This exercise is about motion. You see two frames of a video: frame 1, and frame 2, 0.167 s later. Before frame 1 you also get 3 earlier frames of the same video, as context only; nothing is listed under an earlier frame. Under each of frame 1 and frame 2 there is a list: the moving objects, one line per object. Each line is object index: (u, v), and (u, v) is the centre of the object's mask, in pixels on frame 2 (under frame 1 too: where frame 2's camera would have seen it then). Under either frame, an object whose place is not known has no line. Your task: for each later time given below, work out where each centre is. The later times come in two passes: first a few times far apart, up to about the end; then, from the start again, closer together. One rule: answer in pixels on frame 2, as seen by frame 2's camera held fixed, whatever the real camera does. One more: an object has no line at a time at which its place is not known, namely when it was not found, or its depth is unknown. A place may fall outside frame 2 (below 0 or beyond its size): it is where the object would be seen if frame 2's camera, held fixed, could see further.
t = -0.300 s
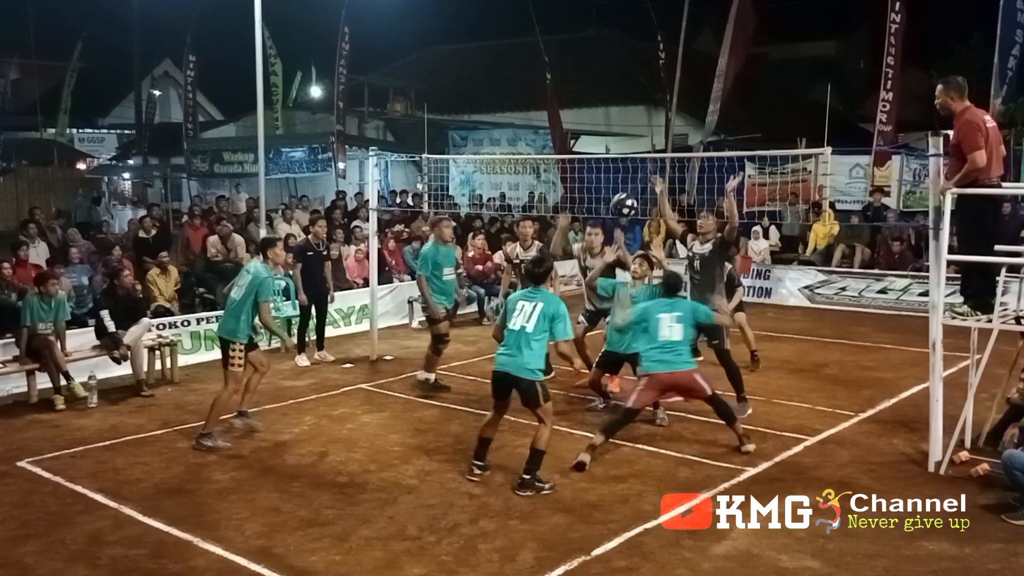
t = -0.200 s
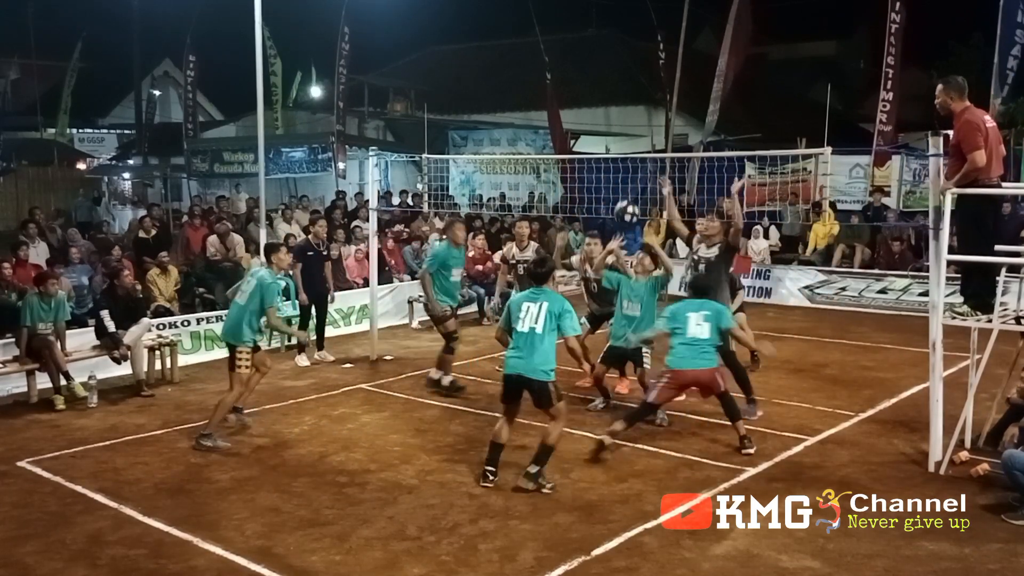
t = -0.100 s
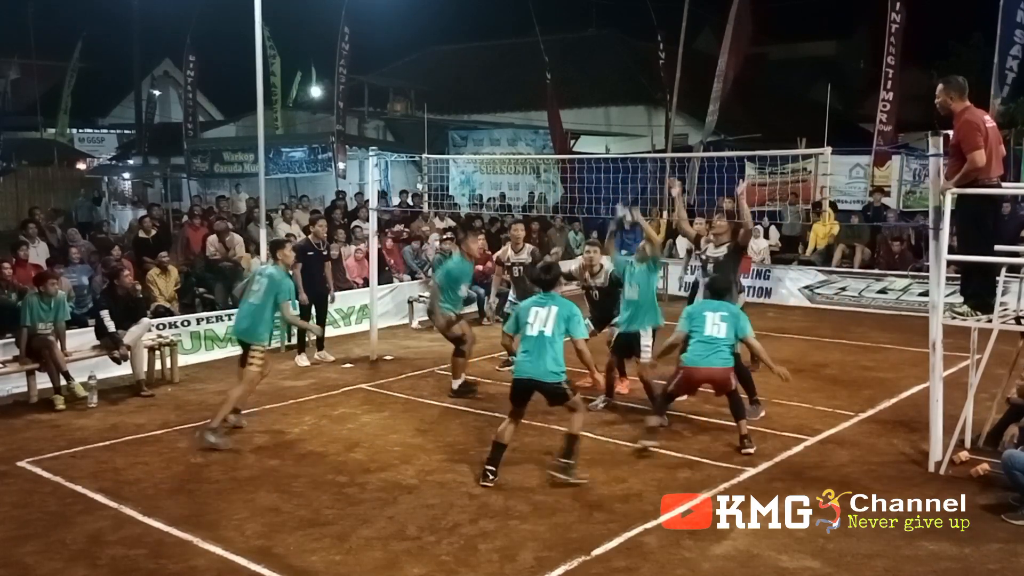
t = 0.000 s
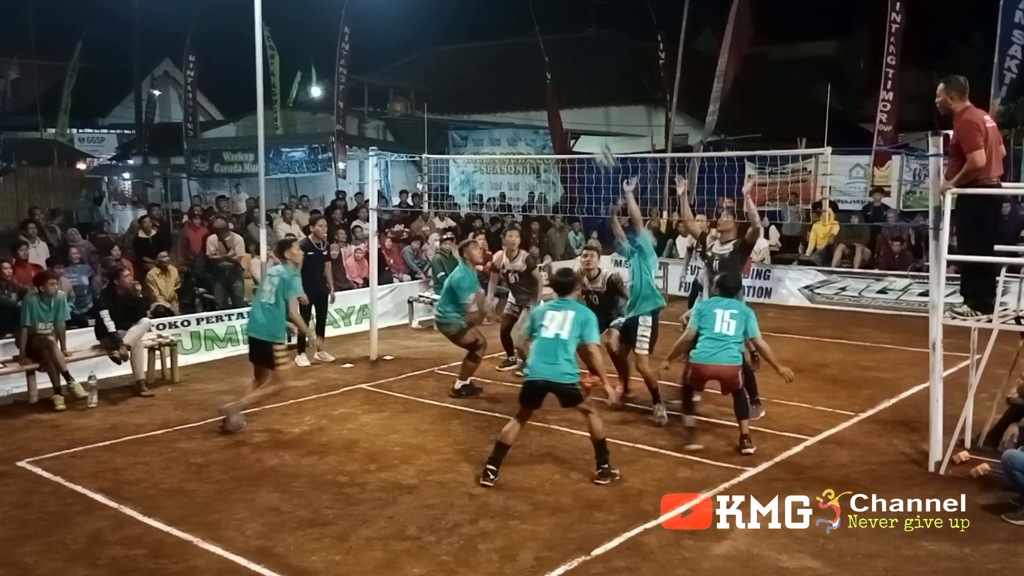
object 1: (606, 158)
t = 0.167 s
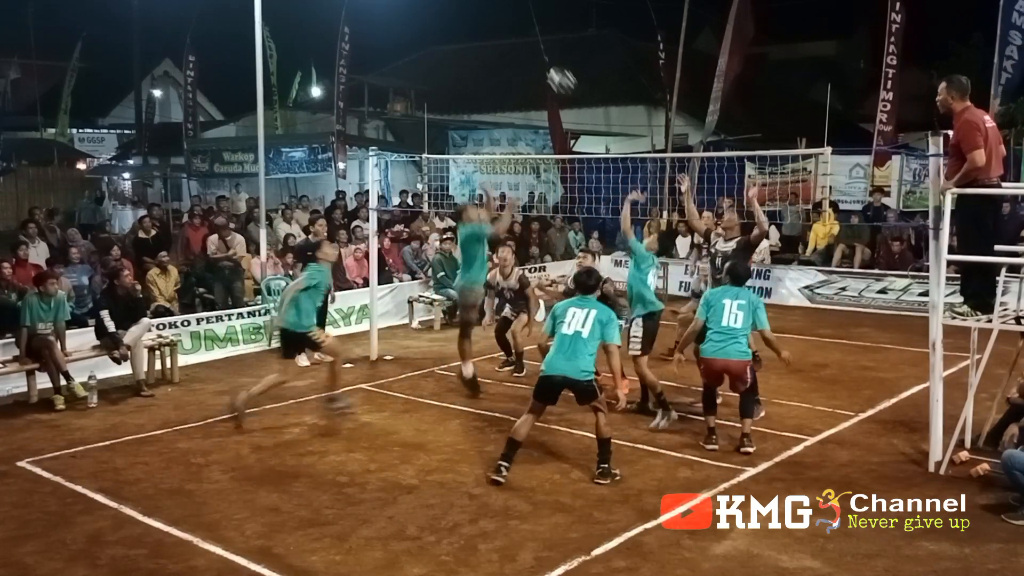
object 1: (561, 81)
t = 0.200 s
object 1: (554, 69)
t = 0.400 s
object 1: (509, 32)
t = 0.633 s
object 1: (461, 43)
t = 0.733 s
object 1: (442, 65)
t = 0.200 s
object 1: (554, 69)
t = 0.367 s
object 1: (516, 35)
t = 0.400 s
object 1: (509, 32)
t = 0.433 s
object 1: (501, 30)
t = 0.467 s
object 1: (494, 29)
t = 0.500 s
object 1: (488, 29)
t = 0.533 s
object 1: (481, 31)
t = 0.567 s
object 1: (474, 34)
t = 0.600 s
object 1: (467, 38)
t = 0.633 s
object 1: (461, 43)
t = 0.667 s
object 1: (454, 49)
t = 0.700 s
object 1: (448, 57)
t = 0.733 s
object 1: (442, 65)
